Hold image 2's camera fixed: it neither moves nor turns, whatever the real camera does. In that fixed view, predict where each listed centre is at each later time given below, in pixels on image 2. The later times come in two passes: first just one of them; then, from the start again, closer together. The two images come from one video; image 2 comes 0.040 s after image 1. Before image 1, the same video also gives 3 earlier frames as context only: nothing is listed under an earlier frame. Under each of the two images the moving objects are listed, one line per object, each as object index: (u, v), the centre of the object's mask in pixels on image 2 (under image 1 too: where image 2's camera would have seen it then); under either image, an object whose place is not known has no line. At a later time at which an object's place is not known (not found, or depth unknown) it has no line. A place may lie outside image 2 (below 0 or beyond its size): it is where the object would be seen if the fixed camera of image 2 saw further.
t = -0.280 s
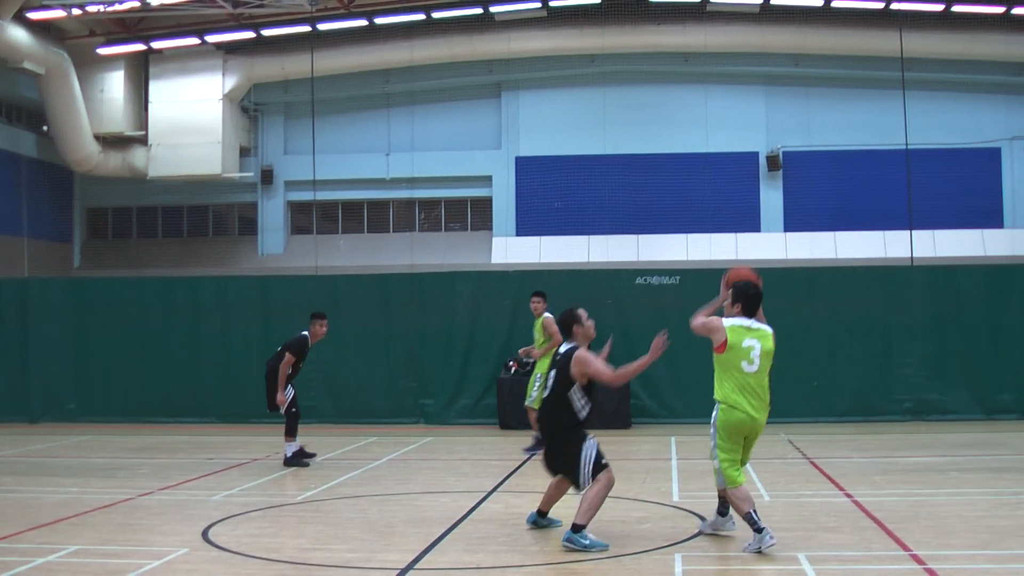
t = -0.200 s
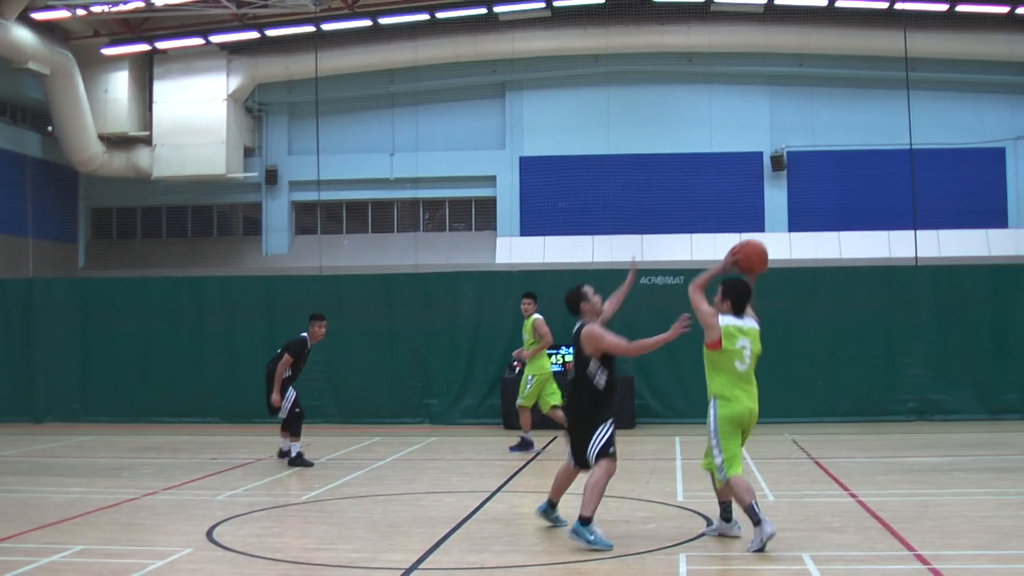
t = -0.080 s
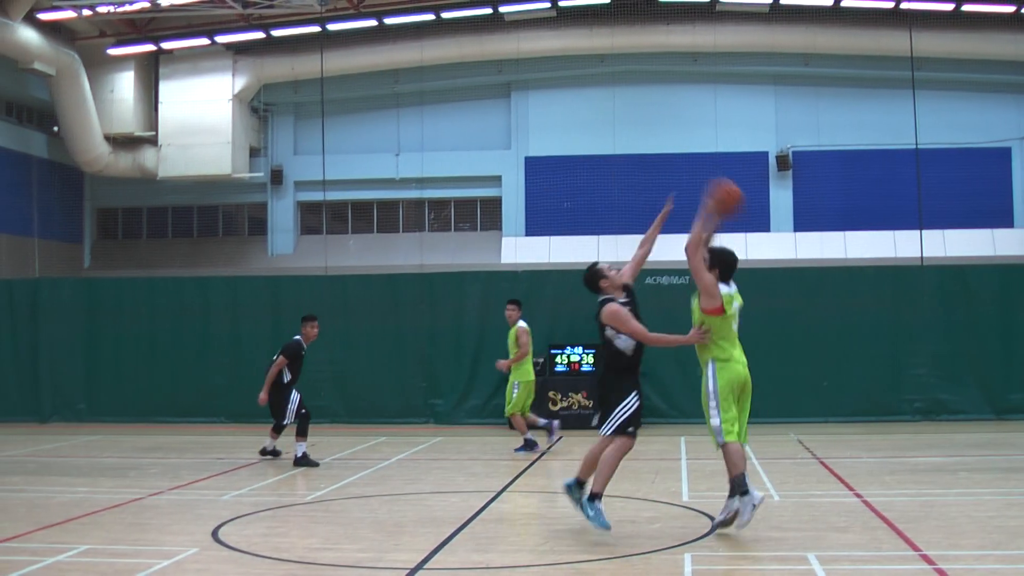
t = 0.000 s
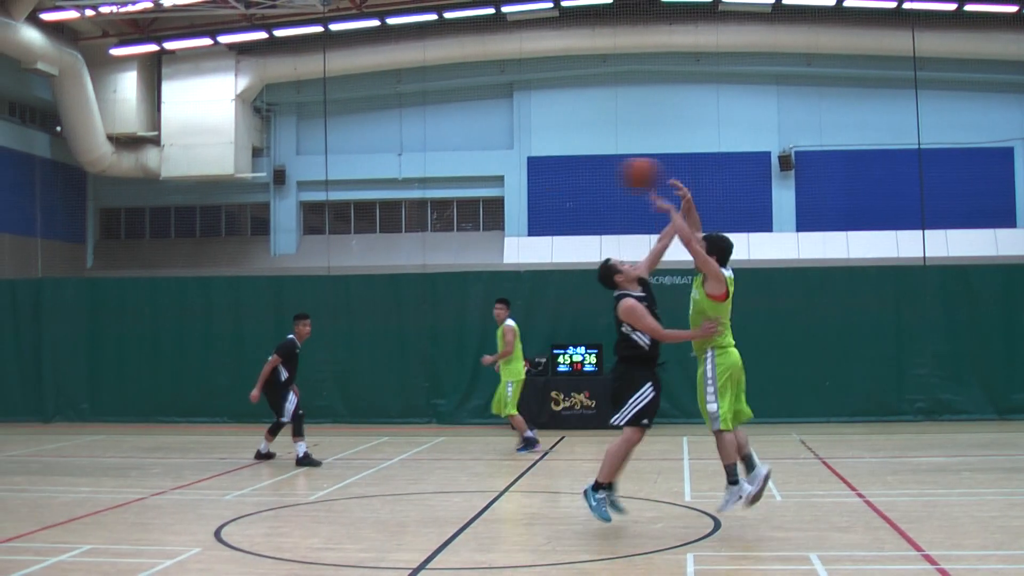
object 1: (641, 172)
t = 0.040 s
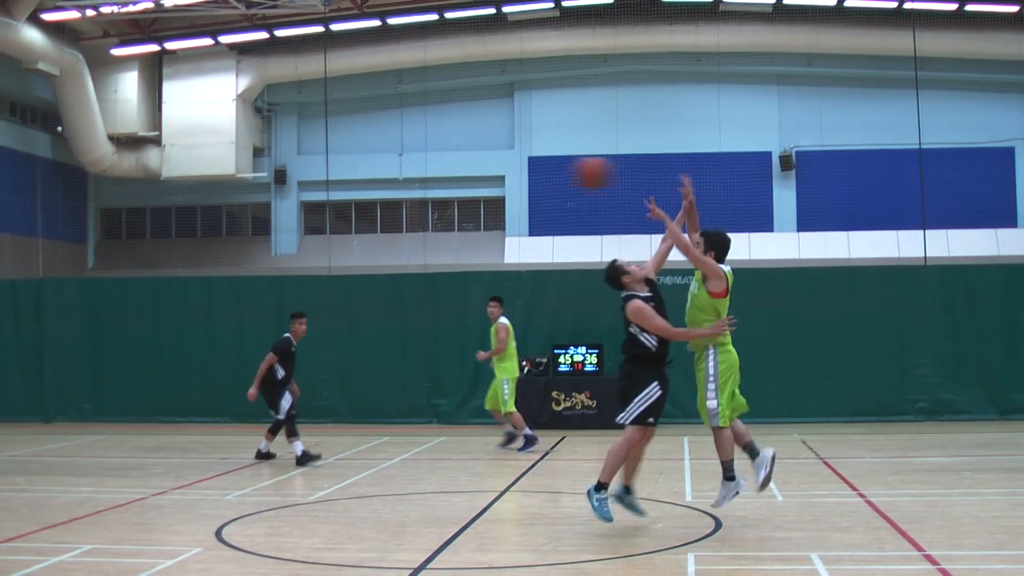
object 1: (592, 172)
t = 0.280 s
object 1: (323, 216)
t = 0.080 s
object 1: (545, 175)
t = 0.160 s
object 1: (452, 186)
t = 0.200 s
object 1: (408, 194)
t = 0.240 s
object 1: (365, 205)
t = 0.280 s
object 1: (323, 216)
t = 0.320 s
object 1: (281, 230)
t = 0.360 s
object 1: (245, 244)
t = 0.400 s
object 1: (205, 262)
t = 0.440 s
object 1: (168, 281)
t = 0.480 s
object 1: (133, 301)
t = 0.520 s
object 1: (97, 324)
